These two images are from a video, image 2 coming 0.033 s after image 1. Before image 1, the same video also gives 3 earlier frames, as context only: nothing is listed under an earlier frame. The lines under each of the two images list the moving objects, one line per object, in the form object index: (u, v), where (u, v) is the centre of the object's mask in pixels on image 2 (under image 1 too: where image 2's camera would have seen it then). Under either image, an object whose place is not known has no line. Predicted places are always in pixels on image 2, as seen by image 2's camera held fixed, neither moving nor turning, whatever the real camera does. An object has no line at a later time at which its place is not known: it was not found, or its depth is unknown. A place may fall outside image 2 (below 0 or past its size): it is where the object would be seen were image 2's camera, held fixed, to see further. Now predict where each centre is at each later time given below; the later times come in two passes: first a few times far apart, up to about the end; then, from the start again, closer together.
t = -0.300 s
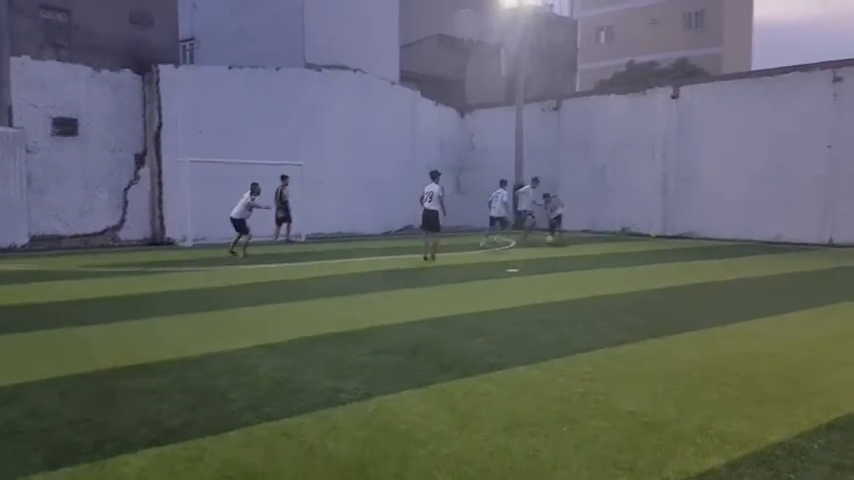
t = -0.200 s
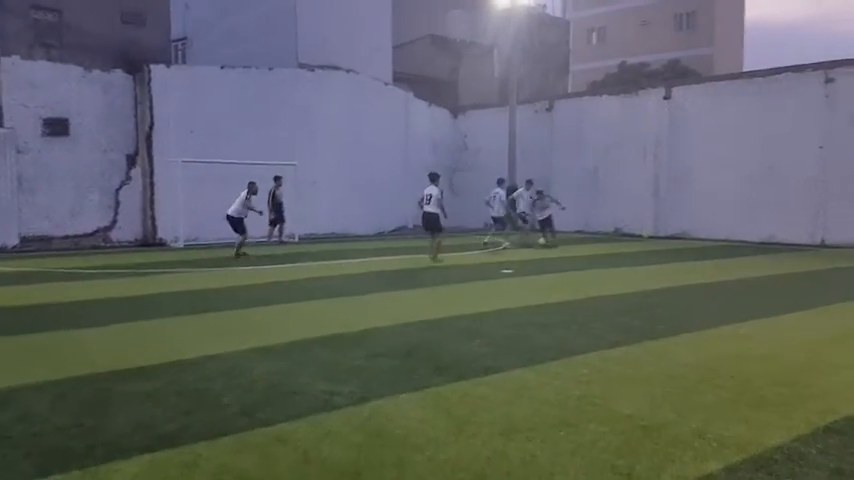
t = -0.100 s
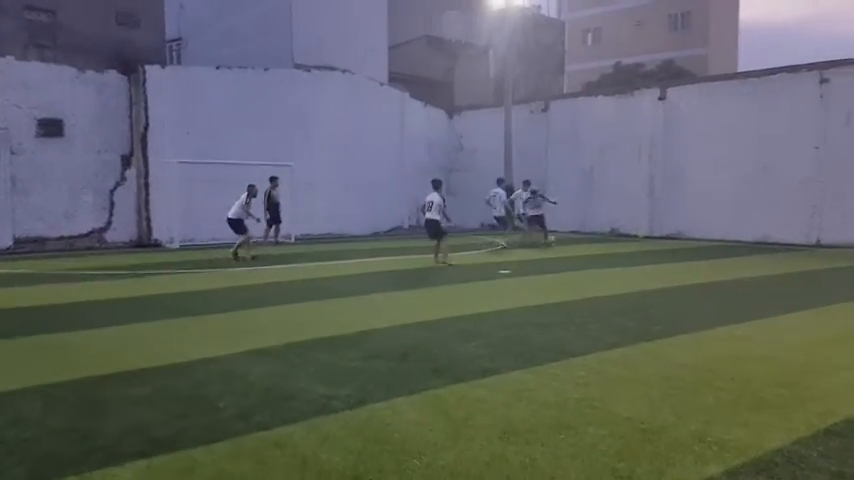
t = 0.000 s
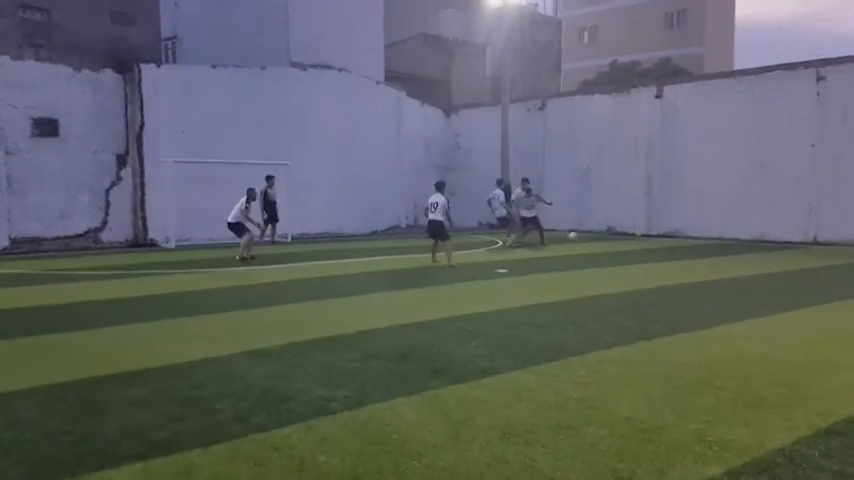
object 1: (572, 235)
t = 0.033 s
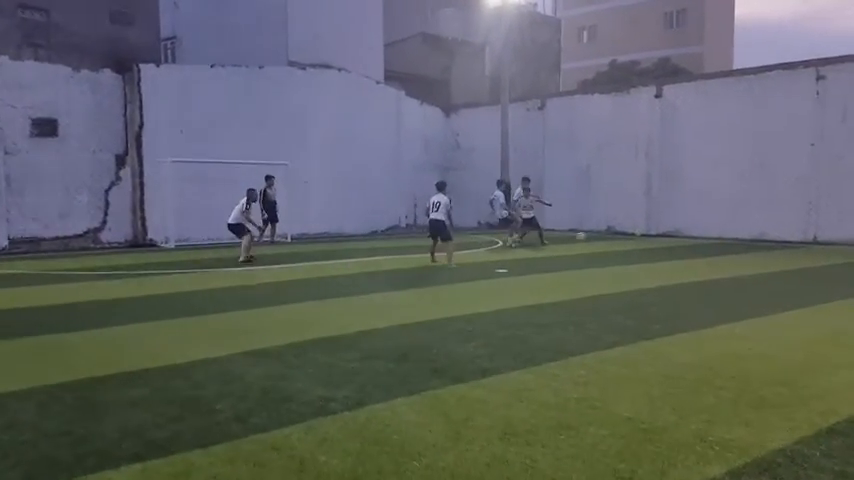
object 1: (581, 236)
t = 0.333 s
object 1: (656, 246)
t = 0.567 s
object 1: (702, 252)
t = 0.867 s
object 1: (751, 257)
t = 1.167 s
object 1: (799, 260)
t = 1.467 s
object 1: (855, 264)
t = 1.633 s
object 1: (886, 268)
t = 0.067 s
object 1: (588, 237)
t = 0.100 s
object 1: (597, 238)
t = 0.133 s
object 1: (607, 240)
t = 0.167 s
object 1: (617, 243)
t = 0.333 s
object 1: (656, 246)
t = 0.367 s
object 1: (663, 246)
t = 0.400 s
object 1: (670, 247)
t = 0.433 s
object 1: (679, 250)
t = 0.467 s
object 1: (685, 252)
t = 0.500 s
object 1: (691, 251)
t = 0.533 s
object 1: (696, 251)
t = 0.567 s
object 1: (702, 252)
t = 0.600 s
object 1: (707, 253)
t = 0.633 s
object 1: (713, 254)
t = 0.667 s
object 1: (718, 253)
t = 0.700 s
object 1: (724, 254)
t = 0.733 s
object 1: (730, 254)
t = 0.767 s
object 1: (734, 255)
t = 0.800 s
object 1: (740, 256)
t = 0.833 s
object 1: (746, 256)
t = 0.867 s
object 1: (751, 257)
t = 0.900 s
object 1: (757, 257)
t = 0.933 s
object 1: (762, 257)
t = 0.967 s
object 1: (766, 258)
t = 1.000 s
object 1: (771, 258)
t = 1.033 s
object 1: (776, 258)
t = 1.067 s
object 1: (784, 259)
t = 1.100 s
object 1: (788, 259)
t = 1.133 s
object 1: (797, 260)
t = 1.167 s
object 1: (799, 260)
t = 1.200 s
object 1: (808, 261)
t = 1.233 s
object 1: (814, 262)
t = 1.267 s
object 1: (818, 262)
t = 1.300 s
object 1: (825, 262)
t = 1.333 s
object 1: (831, 263)
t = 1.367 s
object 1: (838, 264)
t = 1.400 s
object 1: (843, 264)
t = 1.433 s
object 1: (849, 263)
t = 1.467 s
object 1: (855, 264)
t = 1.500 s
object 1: (861, 265)
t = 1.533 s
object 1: (868, 266)
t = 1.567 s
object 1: (874, 267)
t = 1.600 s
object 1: (880, 267)
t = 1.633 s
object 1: (886, 268)
